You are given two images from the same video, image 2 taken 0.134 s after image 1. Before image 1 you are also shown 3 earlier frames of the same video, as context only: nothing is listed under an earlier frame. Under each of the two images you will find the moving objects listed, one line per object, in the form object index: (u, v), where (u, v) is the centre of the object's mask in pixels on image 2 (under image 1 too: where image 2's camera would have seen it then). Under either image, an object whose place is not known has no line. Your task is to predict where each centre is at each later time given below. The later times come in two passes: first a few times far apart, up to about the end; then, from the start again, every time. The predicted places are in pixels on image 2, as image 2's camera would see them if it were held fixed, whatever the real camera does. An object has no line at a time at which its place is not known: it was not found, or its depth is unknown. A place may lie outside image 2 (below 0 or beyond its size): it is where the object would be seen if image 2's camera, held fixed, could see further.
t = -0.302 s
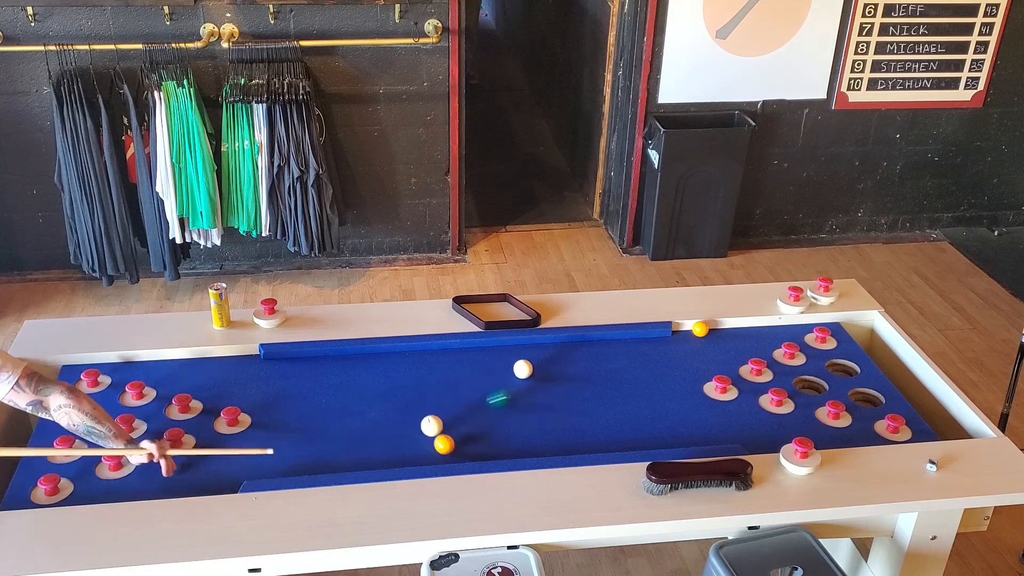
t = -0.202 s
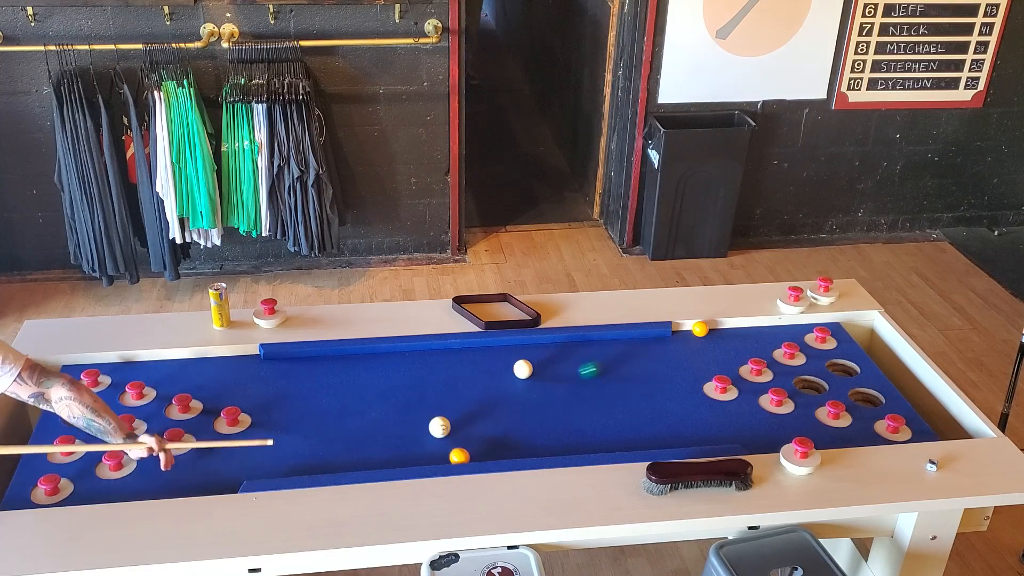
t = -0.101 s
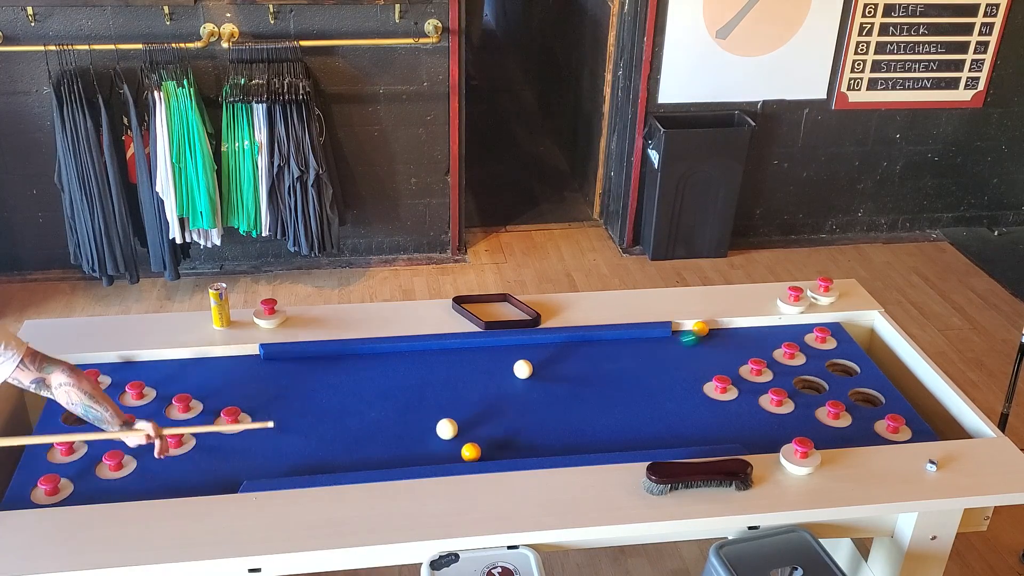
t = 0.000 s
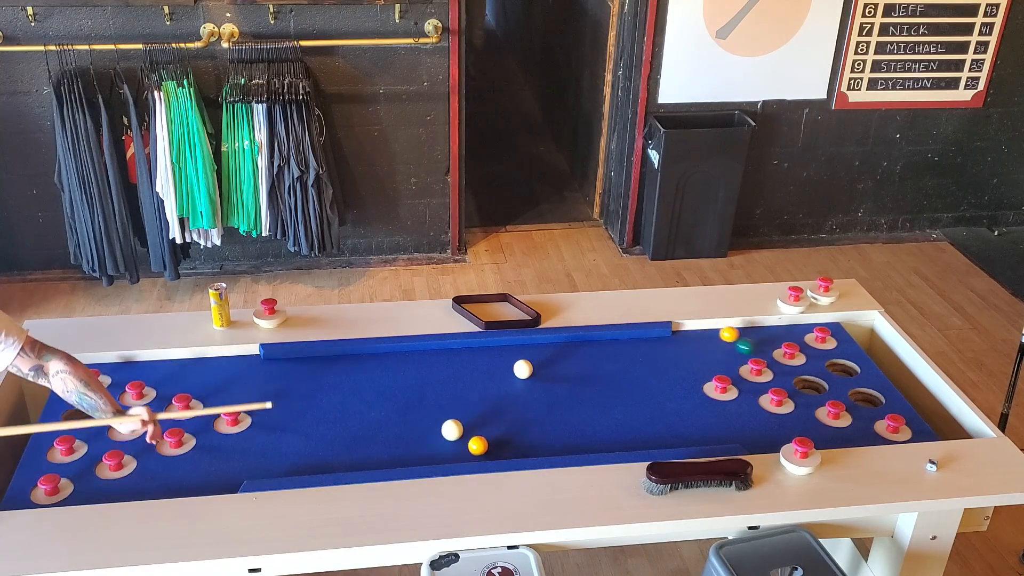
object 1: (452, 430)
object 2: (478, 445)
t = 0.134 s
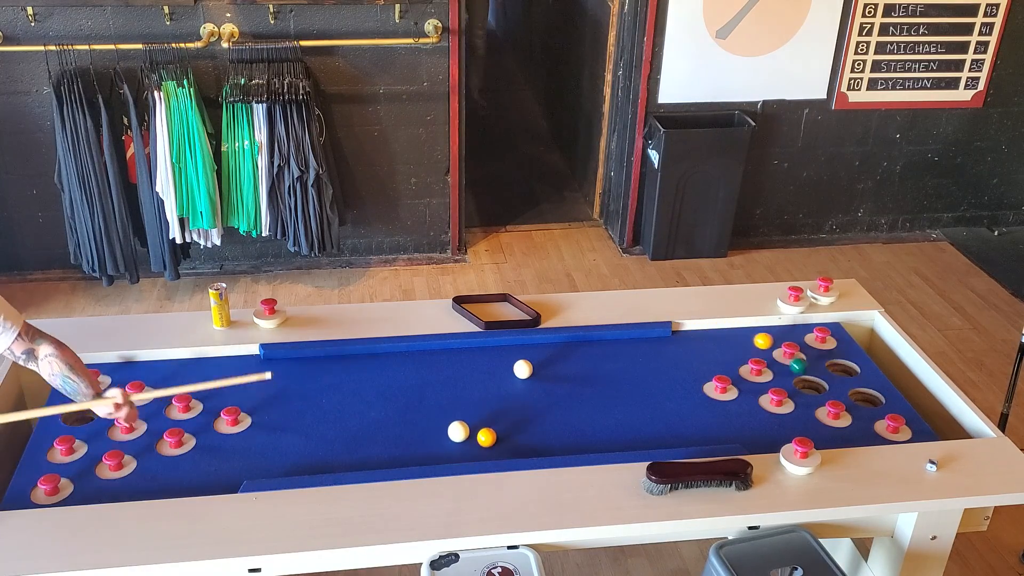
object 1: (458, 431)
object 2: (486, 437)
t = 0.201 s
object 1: (461, 432)
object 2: (491, 433)
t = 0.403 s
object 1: (468, 434)
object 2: (502, 422)
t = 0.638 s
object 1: (475, 436)
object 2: (513, 411)
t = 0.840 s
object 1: (479, 438)
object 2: (523, 402)
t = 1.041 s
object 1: (482, 439)
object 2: (531, 395)
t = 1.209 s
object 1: (484, 439)
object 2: (537, 390)
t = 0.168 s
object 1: (460, 431)
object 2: (488, 435)
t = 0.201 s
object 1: (461, 432)
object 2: (491, 433)
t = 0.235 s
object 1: (462, 432)
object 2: (492, 431)
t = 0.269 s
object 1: (464, 432)
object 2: (494, 429)
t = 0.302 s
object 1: (465, 433)
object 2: (496, 427)
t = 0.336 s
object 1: (466, 433)
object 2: (498, 426)
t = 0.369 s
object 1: (467, 434)
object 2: (500, 424)
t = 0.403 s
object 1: (468, 434)
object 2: (502, 422)
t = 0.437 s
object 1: (469, 434)
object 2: (504, 420)
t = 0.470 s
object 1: (470, 435)
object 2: (505, 418)
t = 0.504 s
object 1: (472, 435)
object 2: (507, 417)
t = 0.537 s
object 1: (473, 435)
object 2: (509, 415)
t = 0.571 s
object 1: (473, 436)
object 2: (510, 414)
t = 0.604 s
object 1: (474, 436)
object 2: (512, 412)
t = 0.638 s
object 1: (475, 436)
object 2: (513, 411)
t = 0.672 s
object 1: (476, 437)
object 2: (515, 409)
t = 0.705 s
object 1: (477, 437)
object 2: (517, 408)
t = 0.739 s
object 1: (478, 437)
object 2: (518, 406)
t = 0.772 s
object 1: (478, 437)
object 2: (520, 405)
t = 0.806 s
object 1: (479, 438)
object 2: (521, 403)
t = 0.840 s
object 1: (479, 438)
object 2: (523, 402)
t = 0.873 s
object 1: (480, 438)
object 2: (524, 401)
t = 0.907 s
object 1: (480, 438)
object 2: (525, 400)
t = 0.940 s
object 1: (481, 438)
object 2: (527, 398)
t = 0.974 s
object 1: (481, 438)
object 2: (528, 397)
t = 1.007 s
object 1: (482, 438)
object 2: (529, 396)
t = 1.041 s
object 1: (482, 439)
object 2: (531, 395)
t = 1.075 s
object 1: (482, 439)
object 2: (532, 394)
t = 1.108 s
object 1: (483, 439)
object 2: (533, 393)
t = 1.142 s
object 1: (483, 439)
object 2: (534, 392)
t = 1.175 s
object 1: (483, 439)
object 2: (536, 391)
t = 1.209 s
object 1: (484, 439)
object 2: (537, 390)
